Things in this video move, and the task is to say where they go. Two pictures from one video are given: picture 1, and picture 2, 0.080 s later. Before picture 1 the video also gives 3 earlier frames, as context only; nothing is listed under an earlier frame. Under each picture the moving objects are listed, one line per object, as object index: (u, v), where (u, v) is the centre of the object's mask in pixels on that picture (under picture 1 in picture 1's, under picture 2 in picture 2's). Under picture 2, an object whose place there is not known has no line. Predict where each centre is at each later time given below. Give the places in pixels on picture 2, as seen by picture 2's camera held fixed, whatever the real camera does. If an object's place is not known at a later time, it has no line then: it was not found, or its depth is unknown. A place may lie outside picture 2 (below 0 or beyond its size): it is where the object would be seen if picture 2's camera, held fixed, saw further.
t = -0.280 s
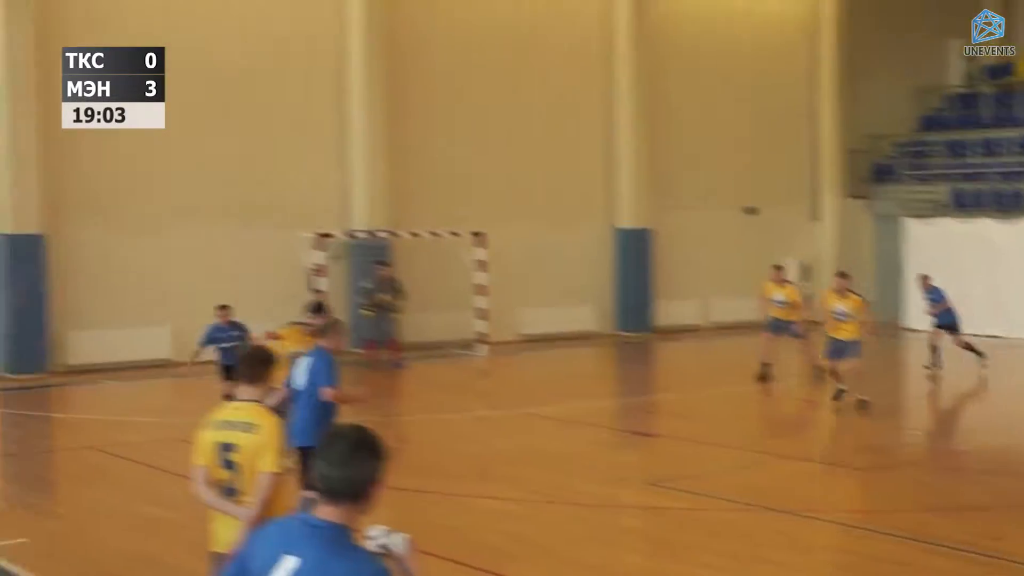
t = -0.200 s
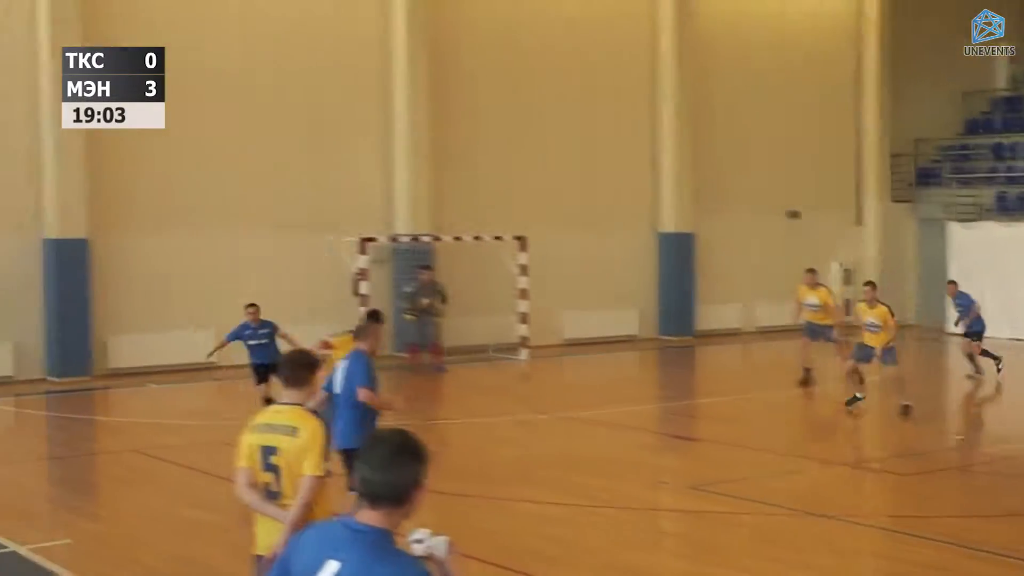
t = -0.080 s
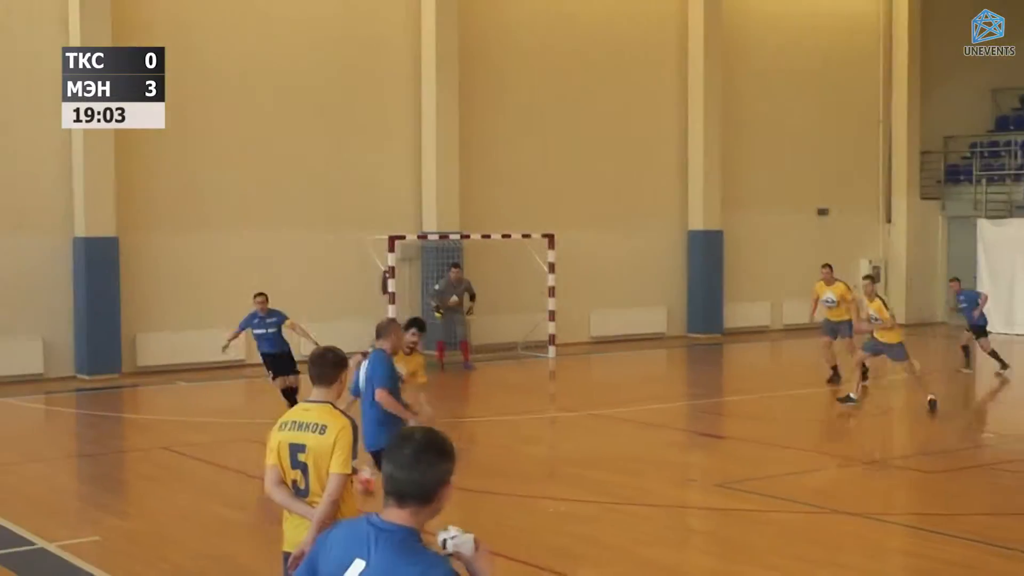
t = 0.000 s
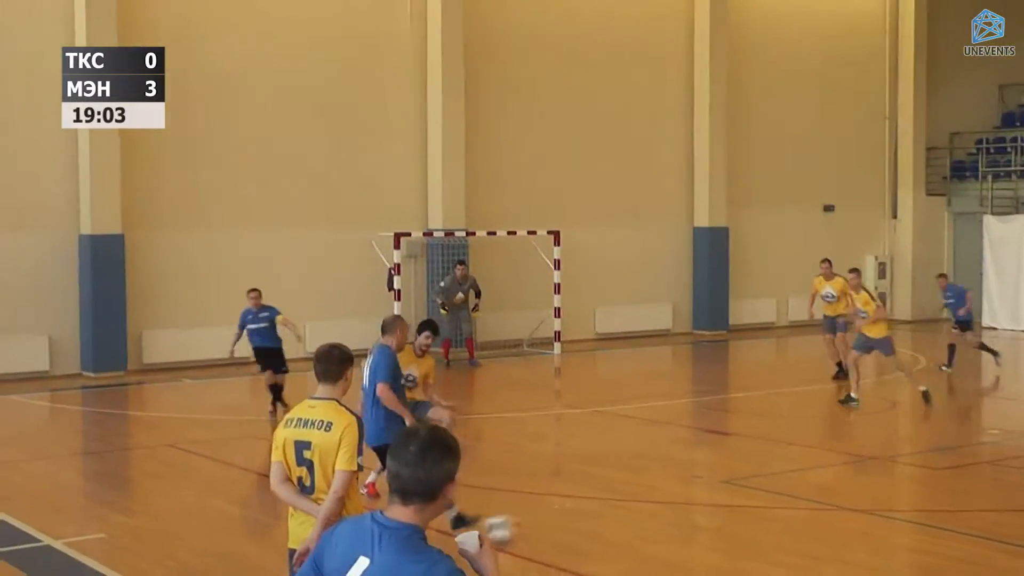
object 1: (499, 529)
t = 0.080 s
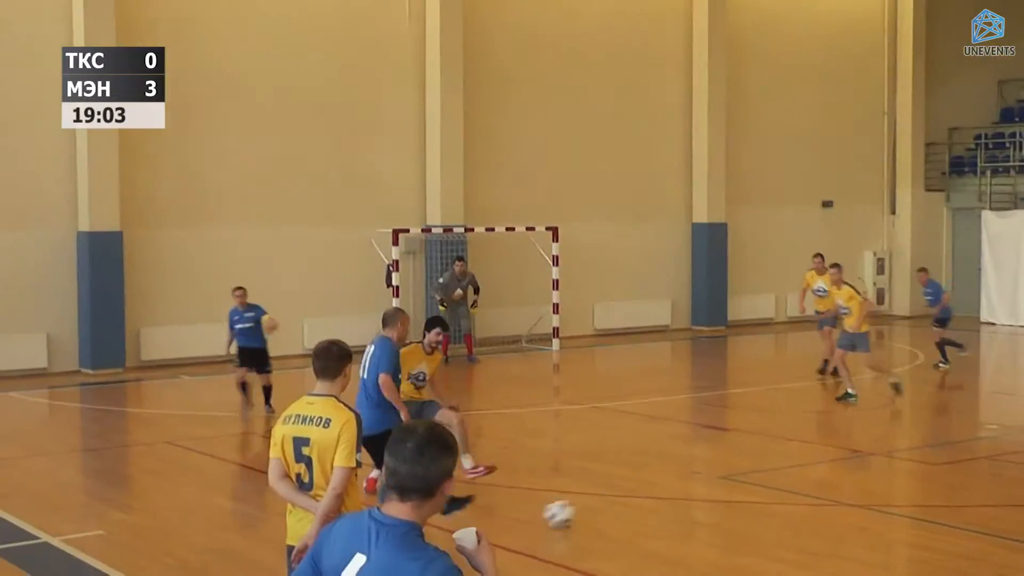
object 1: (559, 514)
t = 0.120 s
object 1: (587, 509)
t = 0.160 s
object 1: (613, 504)
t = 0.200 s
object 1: (640, 499)
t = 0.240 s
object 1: (664, 495)
